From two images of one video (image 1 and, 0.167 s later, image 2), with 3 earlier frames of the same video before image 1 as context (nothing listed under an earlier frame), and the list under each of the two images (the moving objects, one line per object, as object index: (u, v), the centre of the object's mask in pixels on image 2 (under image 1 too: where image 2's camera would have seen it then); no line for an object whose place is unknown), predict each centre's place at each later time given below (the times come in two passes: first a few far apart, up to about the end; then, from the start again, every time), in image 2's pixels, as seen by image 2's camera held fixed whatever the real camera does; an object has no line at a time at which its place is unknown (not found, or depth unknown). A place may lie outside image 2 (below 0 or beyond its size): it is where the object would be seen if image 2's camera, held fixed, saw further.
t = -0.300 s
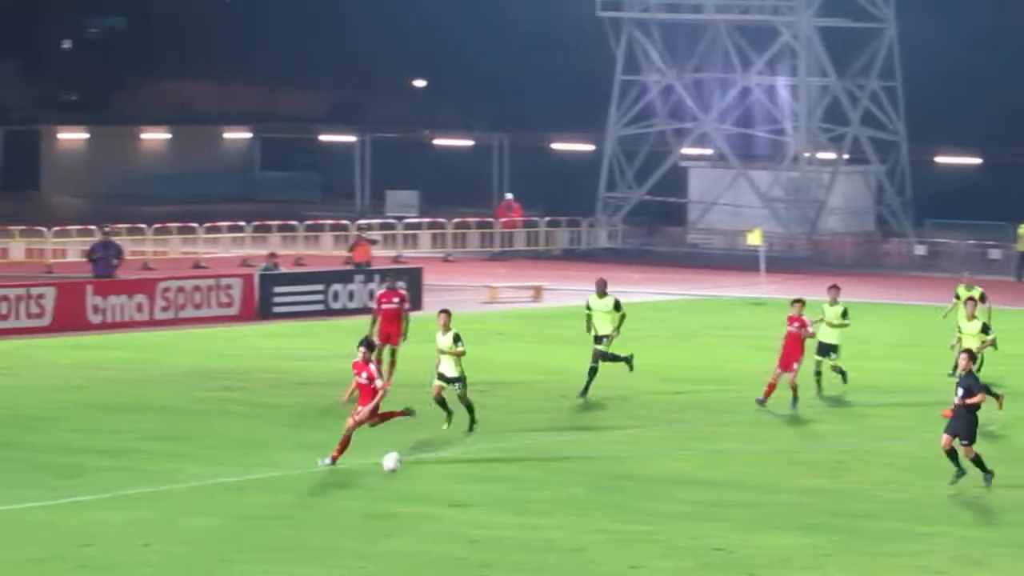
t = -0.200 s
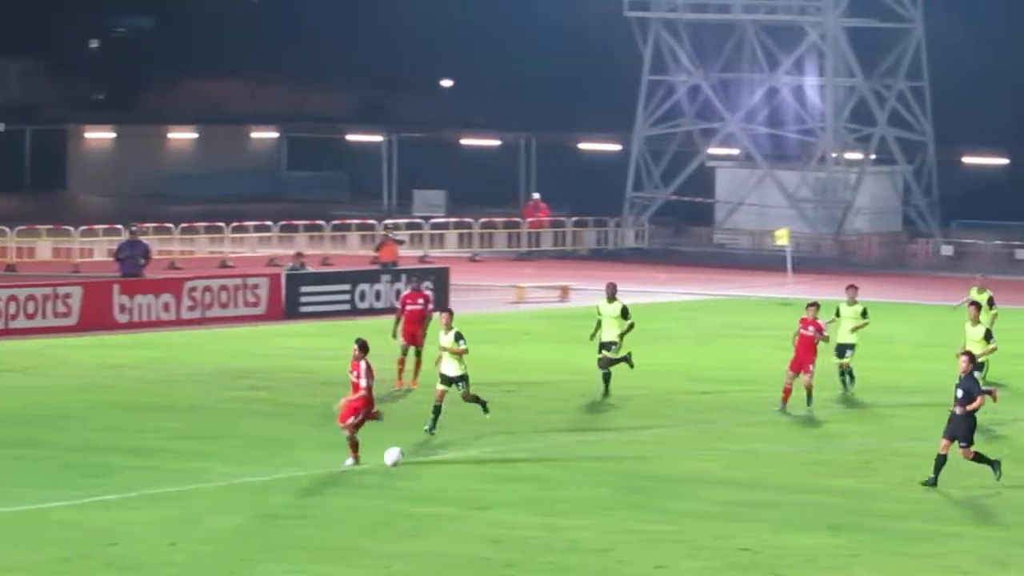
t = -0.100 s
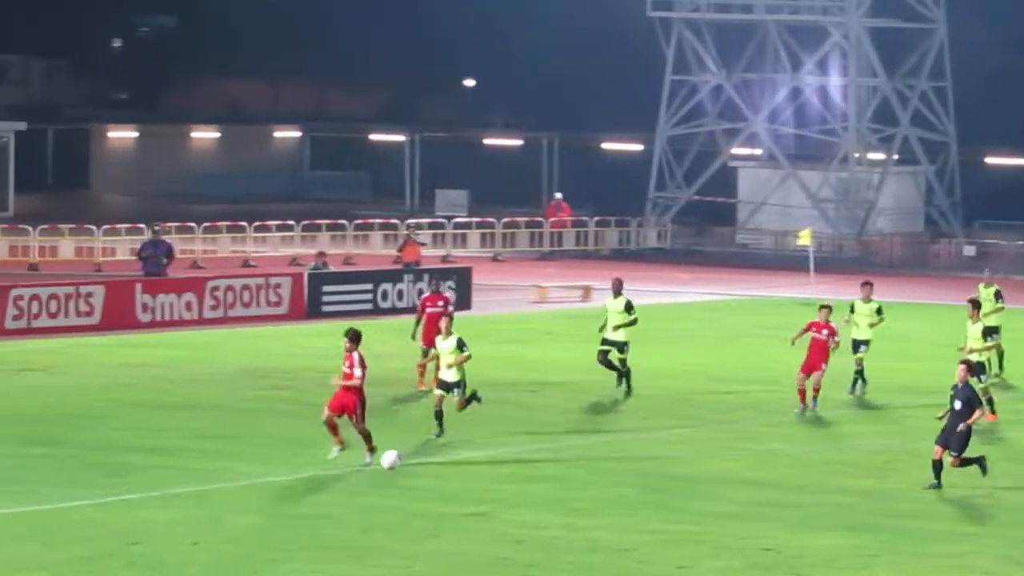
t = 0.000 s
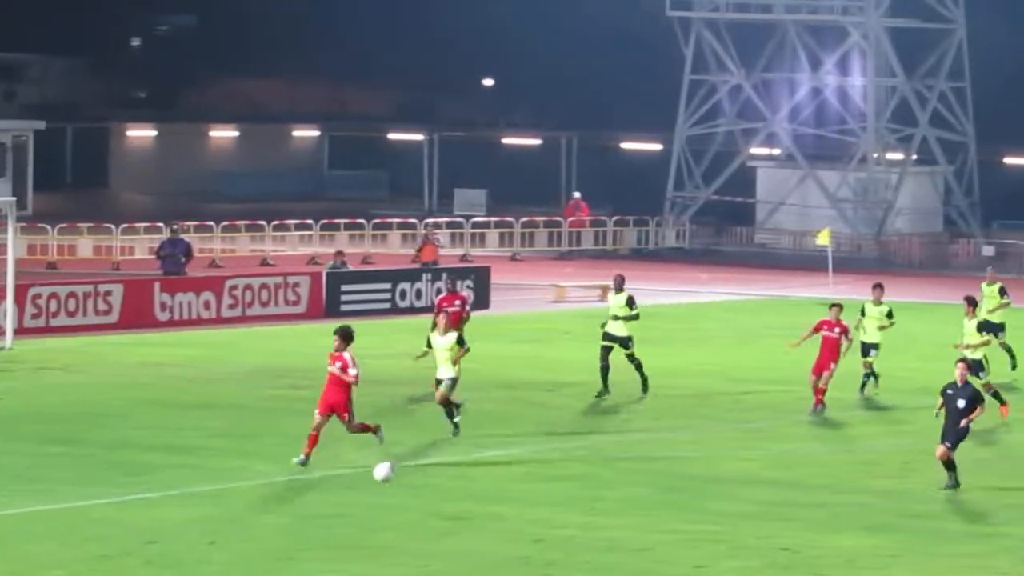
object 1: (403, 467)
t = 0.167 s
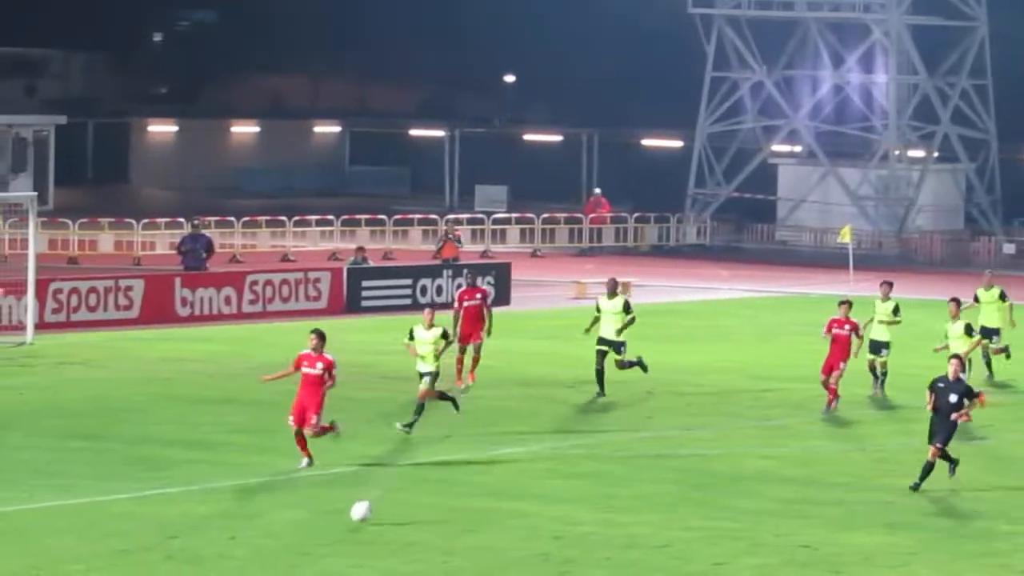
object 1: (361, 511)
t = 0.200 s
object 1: (352, 515)
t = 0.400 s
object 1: (299, 507)
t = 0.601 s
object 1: (245, 536)
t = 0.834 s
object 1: (181, 540)
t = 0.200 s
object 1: (352, 515)
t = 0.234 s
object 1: (343, 512)
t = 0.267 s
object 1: (336, 508)
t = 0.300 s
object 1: (326, 506)
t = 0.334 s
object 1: (317, 506)
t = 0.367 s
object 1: (309, 505)
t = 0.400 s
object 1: (299, 507)
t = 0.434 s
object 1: (291, 509)
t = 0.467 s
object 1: (282, 512)
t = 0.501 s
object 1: (273, 517)
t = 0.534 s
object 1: (264, 522)
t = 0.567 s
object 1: (255, 529)
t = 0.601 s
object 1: (245, 536)
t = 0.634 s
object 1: (236, 540)
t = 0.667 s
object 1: (226, 537)
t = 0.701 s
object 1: (218, 536)
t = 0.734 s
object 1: (208, 535)
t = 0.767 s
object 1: (200, 536)
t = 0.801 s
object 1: (190, 537)
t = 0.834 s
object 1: (181, 540)
